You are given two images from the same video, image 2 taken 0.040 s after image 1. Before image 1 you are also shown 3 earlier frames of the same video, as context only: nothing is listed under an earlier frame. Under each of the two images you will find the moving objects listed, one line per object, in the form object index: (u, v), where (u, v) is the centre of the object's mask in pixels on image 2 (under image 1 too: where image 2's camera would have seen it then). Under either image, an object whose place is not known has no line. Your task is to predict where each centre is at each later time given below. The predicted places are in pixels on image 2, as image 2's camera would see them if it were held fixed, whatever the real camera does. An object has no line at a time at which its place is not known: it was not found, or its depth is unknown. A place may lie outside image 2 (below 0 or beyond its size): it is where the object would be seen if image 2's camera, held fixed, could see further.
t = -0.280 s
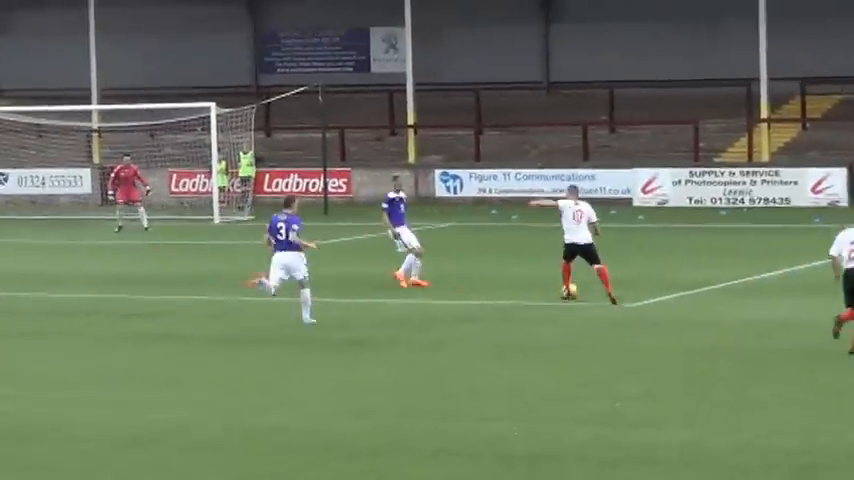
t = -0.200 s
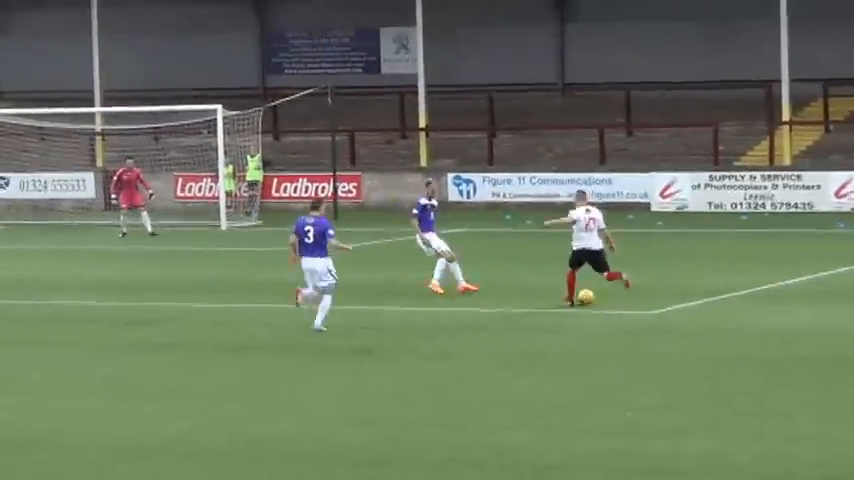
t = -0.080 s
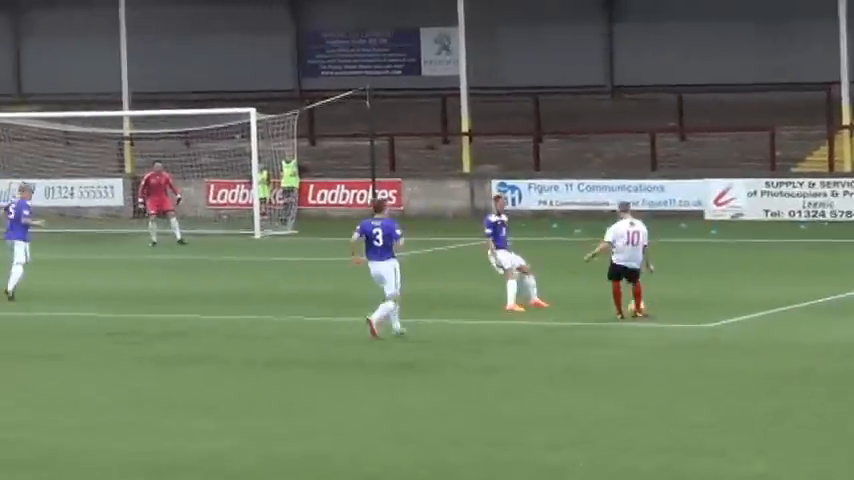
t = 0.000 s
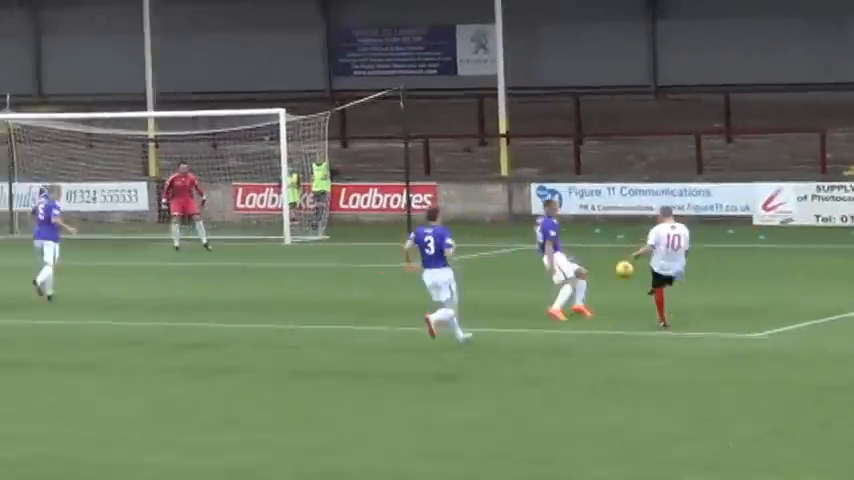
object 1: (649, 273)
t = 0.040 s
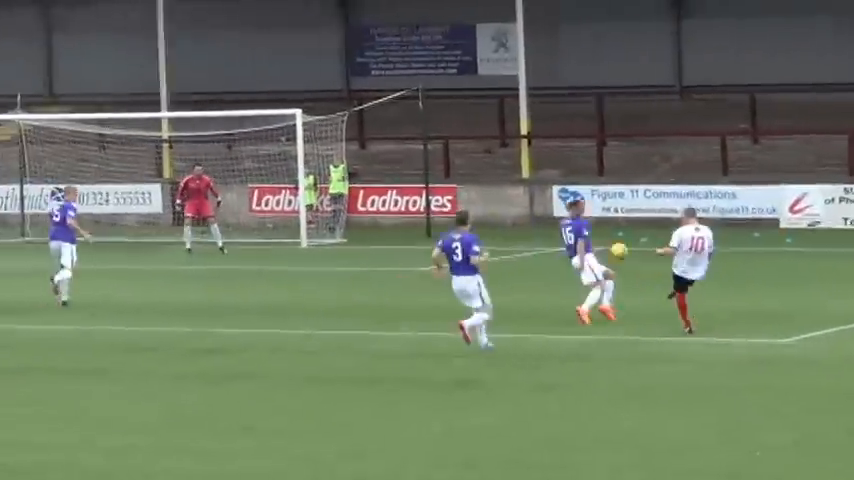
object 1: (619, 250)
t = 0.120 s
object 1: (561, 212)
